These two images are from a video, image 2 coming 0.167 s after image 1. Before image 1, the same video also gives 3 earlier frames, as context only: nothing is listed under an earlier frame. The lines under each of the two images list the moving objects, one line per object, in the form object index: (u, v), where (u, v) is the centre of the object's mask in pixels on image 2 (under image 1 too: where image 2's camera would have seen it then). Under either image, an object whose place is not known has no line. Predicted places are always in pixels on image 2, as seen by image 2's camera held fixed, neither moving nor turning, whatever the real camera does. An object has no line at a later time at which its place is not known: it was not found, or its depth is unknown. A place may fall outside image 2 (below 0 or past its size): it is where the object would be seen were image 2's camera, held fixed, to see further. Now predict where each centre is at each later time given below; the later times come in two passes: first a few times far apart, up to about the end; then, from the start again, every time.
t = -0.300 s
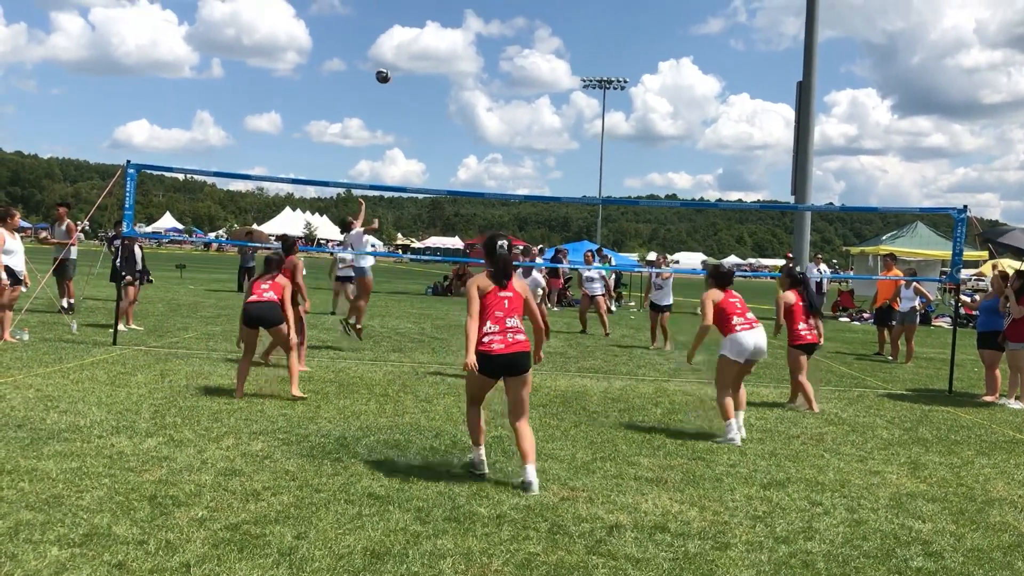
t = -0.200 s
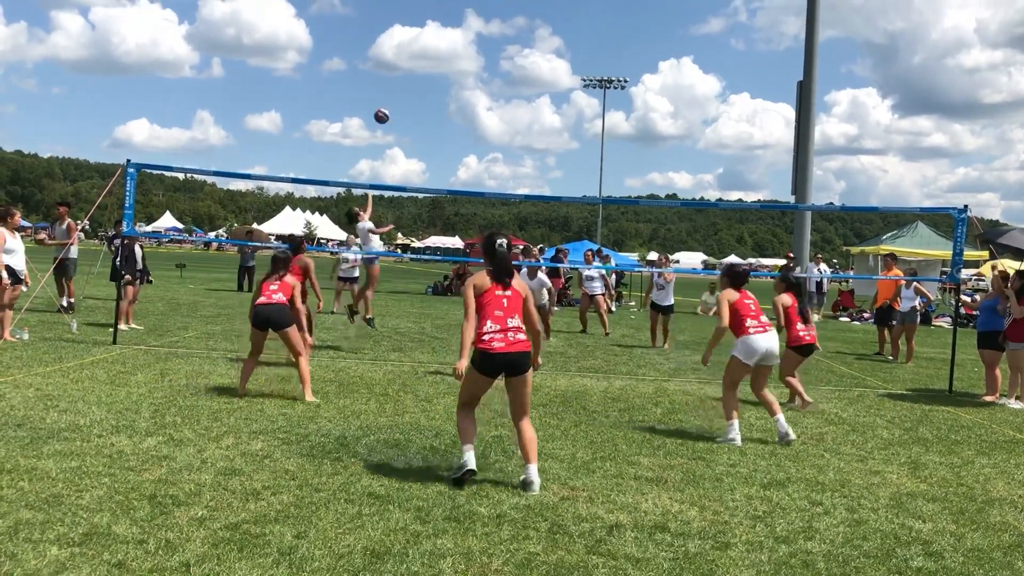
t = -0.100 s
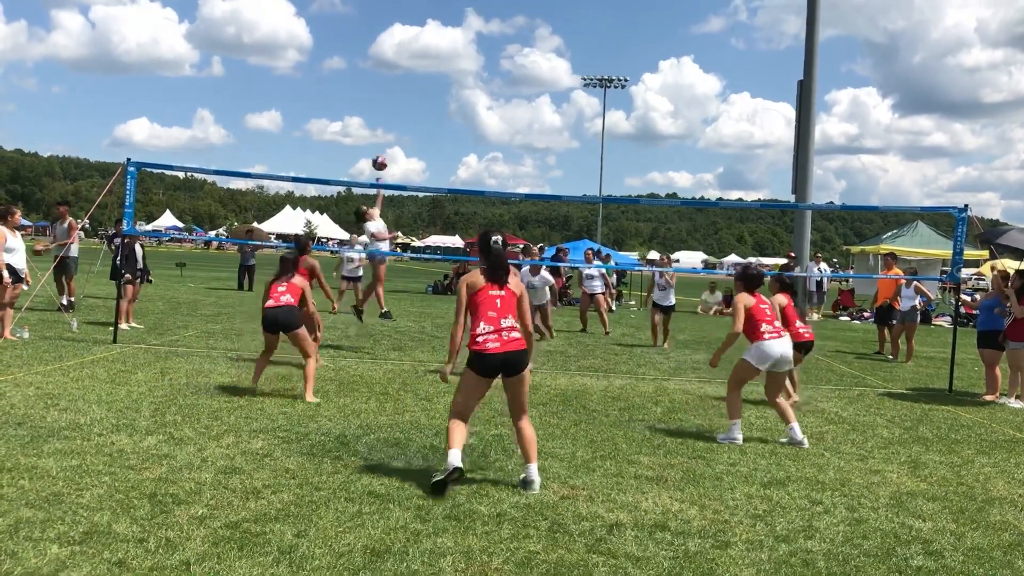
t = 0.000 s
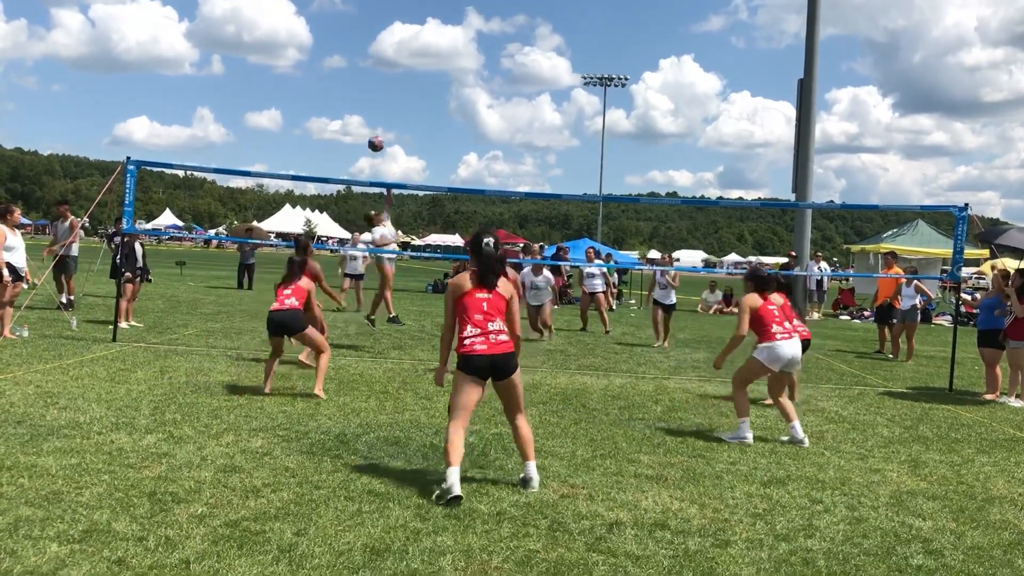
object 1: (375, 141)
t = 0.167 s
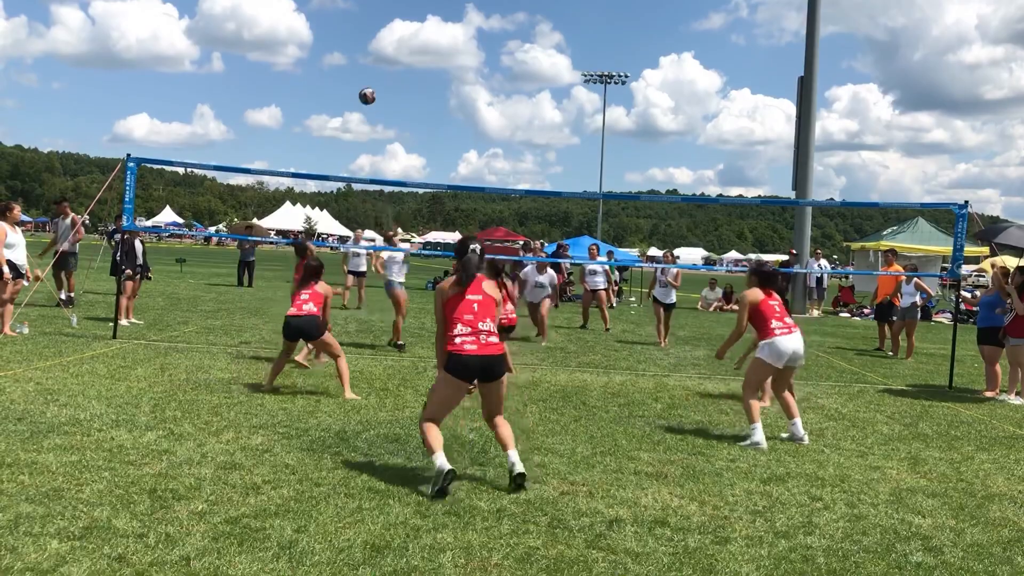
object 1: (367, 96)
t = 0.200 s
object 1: (365, 89)
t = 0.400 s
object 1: (351, 64)
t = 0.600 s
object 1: (333, 71)
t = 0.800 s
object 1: (312, 115)
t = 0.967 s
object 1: (290, 185)
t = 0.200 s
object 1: (365, 89)
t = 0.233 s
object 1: (363, 83)
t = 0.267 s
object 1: (360, 78)
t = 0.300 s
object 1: (358, 73)
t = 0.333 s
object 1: (356, 69)
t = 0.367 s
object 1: (353, 66)
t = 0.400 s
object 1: (351, 64)
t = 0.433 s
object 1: (348, 63)
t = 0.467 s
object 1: (345, 62)
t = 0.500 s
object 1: (342, 63)
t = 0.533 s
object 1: (339, 64)
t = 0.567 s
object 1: (336, 67)
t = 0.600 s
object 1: (333, 71)
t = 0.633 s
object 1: (330, 75)
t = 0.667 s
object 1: (326, 81)
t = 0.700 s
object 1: (323, 87)
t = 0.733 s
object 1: (319, 95)
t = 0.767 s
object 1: (315, 105)
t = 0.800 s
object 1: (312, 115)
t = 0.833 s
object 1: (308, 127)
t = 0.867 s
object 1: (303, 139)
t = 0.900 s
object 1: (299, 153)
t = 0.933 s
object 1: (295, 169)
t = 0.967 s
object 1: (290, 185)
